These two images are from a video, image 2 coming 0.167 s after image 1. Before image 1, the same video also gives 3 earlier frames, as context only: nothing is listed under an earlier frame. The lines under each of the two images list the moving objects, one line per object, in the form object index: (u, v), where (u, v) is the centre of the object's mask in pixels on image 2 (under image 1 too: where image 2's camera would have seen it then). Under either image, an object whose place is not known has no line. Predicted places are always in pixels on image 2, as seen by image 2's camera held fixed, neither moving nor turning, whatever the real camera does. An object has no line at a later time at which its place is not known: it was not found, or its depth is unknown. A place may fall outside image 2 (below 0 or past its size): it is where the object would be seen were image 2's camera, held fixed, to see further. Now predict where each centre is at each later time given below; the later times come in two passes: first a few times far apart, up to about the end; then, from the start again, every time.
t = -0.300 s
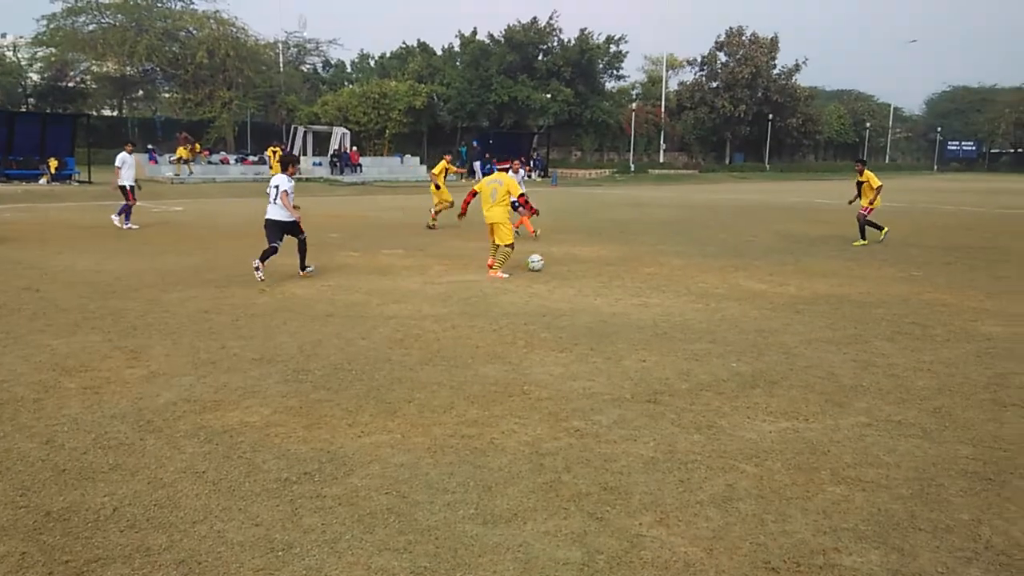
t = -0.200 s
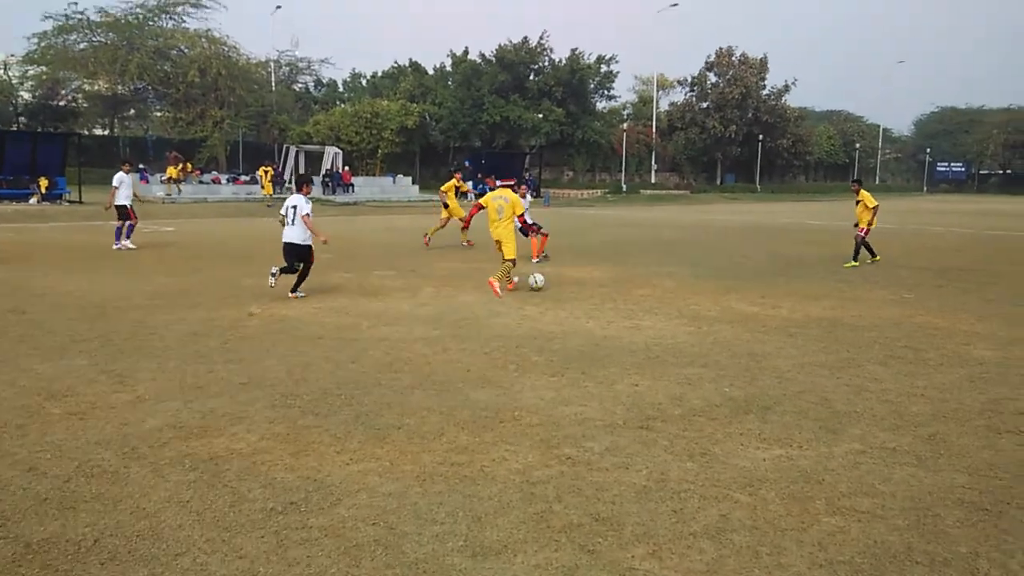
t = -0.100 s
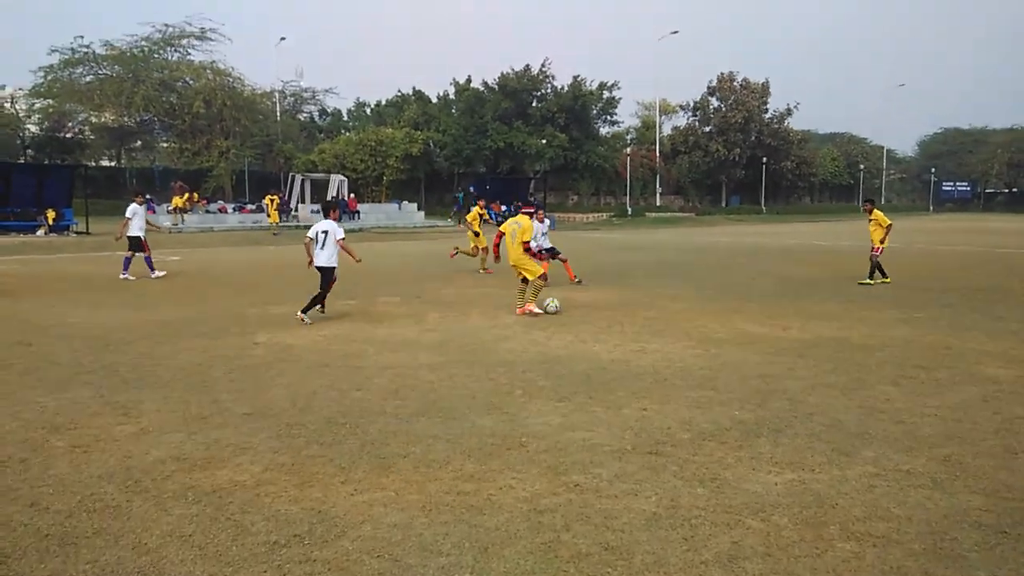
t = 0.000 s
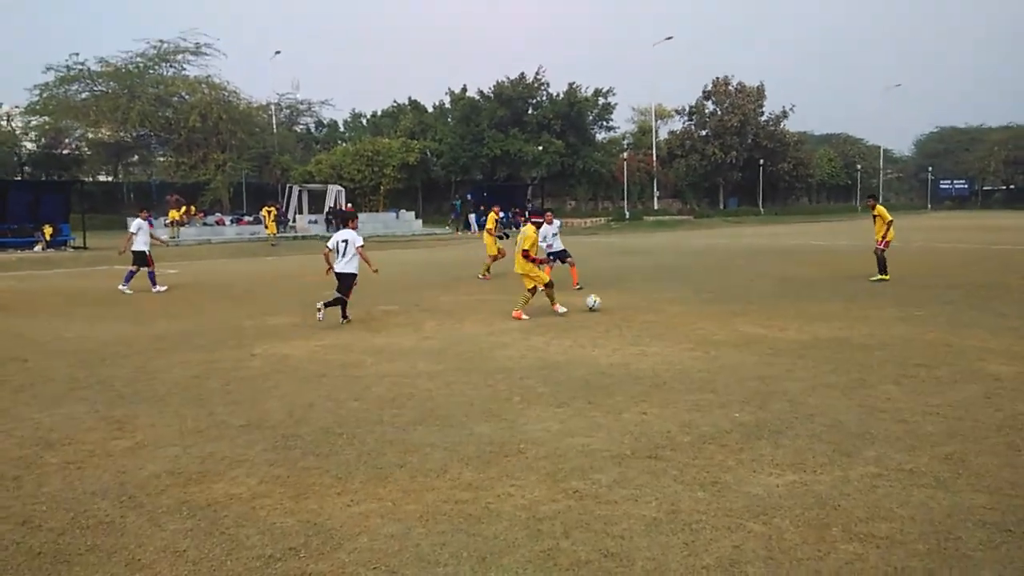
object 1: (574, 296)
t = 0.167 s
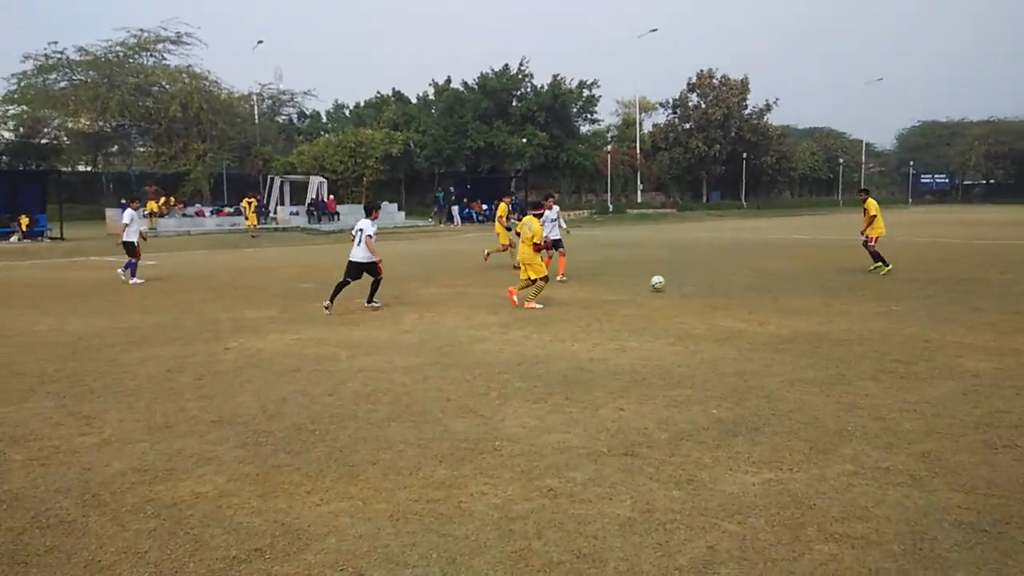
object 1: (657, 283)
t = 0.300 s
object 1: (706, 273)
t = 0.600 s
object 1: (787, 263)
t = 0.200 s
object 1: (671, 282)
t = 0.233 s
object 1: (684, 281)
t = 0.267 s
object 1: (696, 278)
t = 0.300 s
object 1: (706, 273)
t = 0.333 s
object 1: (716, 268)
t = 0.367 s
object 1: (725, 265)
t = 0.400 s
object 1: (735, 263)
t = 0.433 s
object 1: (744, 261)
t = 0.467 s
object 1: (754, 260)
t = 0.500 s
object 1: (762, 260)
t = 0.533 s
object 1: (771, 261)
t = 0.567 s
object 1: (779, 262)
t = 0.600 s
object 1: (787, 263)
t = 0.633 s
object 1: (795, 265)
